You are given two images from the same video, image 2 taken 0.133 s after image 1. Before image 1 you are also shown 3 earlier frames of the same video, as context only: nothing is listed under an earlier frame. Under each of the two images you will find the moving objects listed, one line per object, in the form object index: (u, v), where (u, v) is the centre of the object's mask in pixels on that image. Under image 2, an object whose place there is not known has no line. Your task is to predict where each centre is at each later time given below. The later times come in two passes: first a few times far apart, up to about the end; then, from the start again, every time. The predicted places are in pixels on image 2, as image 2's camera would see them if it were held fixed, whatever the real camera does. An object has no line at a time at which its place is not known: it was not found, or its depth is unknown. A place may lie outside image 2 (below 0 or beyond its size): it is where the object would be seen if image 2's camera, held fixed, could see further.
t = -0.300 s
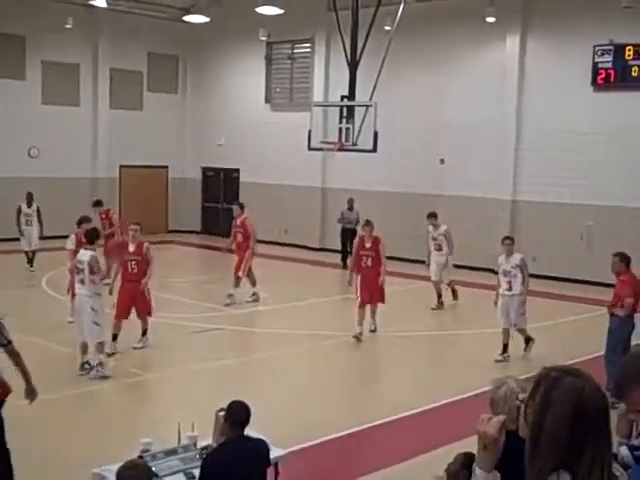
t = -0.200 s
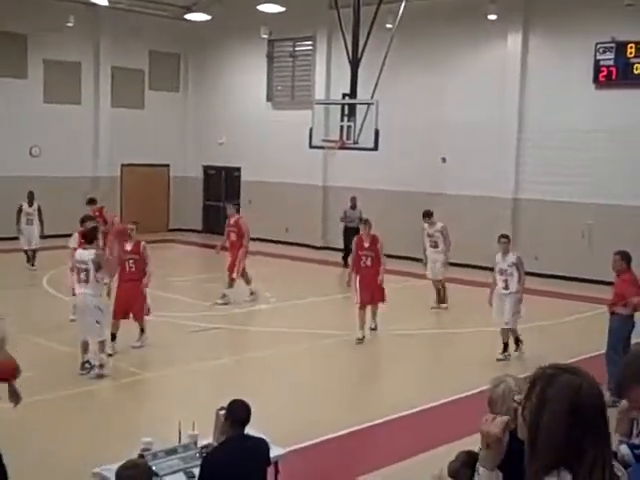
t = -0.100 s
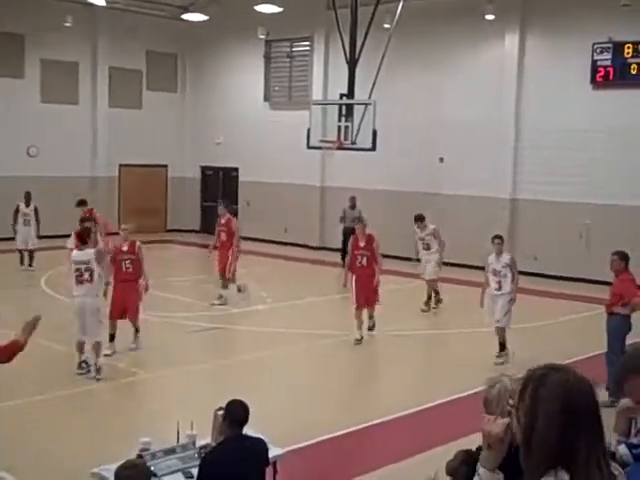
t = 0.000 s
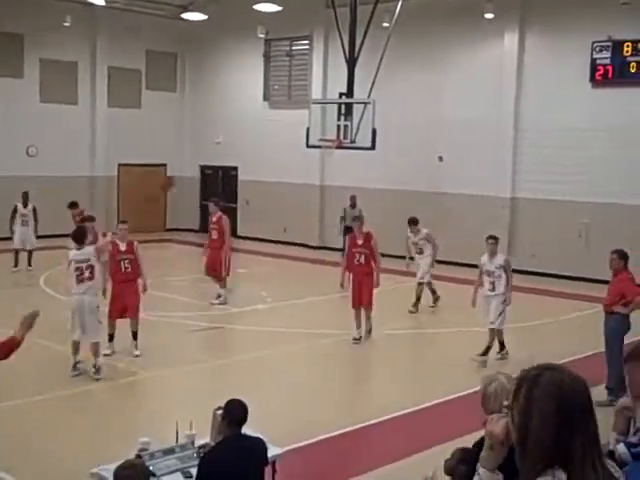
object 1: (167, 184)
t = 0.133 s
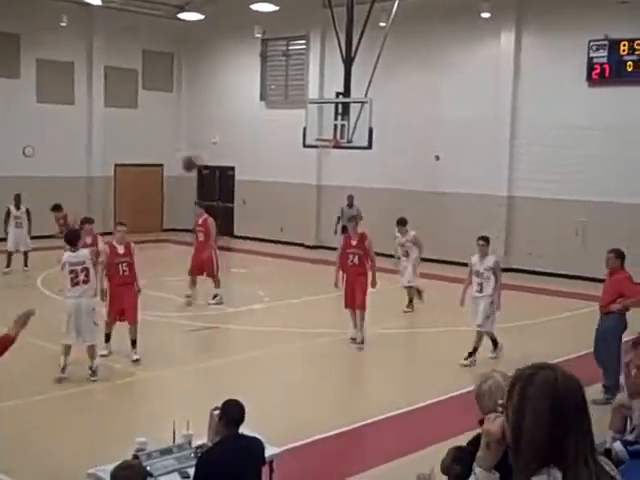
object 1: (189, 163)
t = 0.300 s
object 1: (220, 161)
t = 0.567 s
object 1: (258, 187)
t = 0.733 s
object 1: (278, 220)
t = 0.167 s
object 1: (196, 161)
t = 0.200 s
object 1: (202, 160)
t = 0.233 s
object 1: (208, 160)
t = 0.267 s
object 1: (215, 159)
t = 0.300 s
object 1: (220, 161)
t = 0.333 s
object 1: (225, 162)
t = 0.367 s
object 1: (231, 164)
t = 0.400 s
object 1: (236, 166)
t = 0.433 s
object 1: (240, 169)
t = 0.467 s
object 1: (245, 173)
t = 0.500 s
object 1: (249, 178)
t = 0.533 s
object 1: (254, 182)
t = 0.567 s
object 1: (258, 187)
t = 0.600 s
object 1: (263, 194)
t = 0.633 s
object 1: (265, 199)
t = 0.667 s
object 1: (271, 206)
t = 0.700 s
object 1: (274, 212)
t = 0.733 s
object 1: (278, 220)
